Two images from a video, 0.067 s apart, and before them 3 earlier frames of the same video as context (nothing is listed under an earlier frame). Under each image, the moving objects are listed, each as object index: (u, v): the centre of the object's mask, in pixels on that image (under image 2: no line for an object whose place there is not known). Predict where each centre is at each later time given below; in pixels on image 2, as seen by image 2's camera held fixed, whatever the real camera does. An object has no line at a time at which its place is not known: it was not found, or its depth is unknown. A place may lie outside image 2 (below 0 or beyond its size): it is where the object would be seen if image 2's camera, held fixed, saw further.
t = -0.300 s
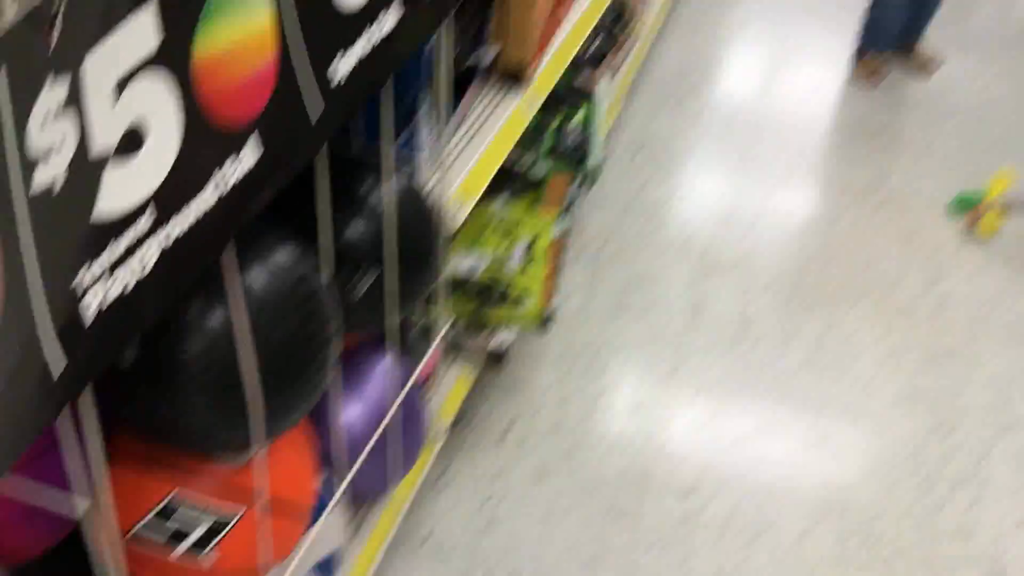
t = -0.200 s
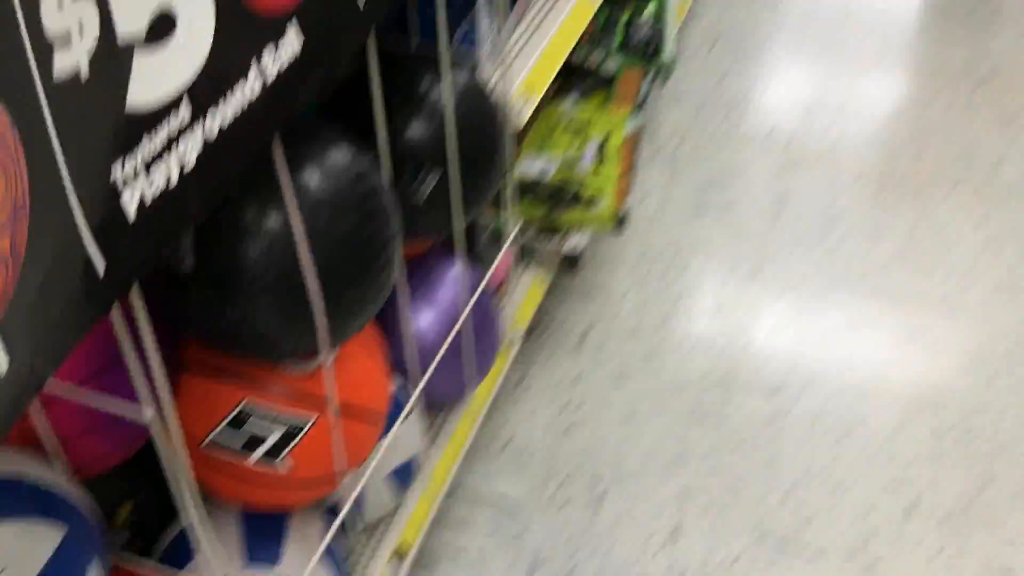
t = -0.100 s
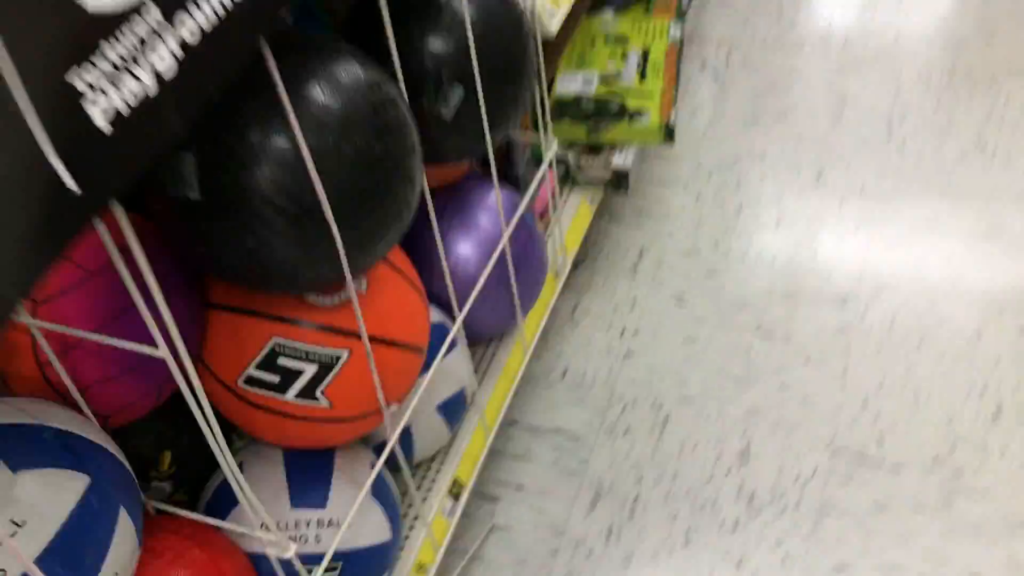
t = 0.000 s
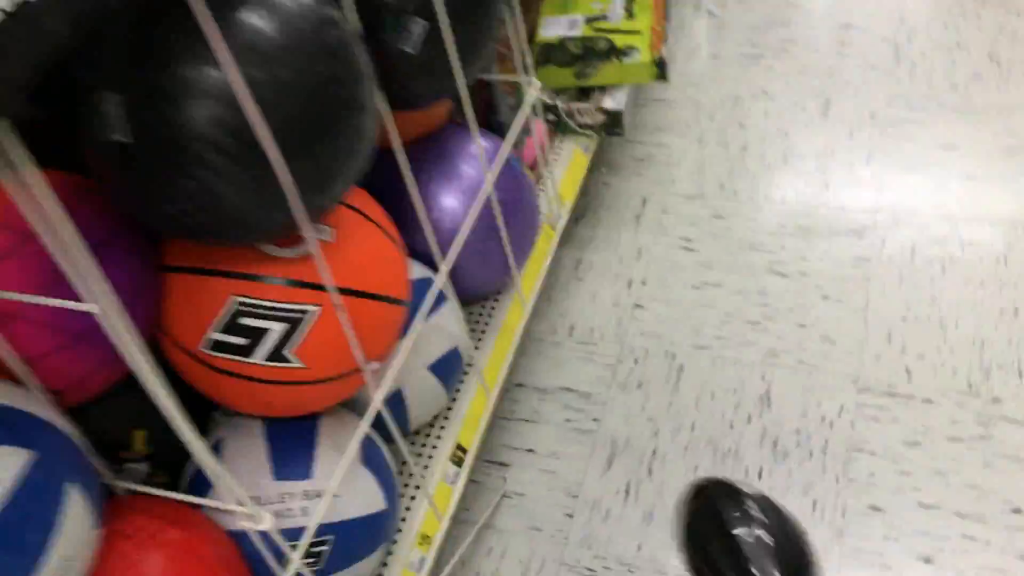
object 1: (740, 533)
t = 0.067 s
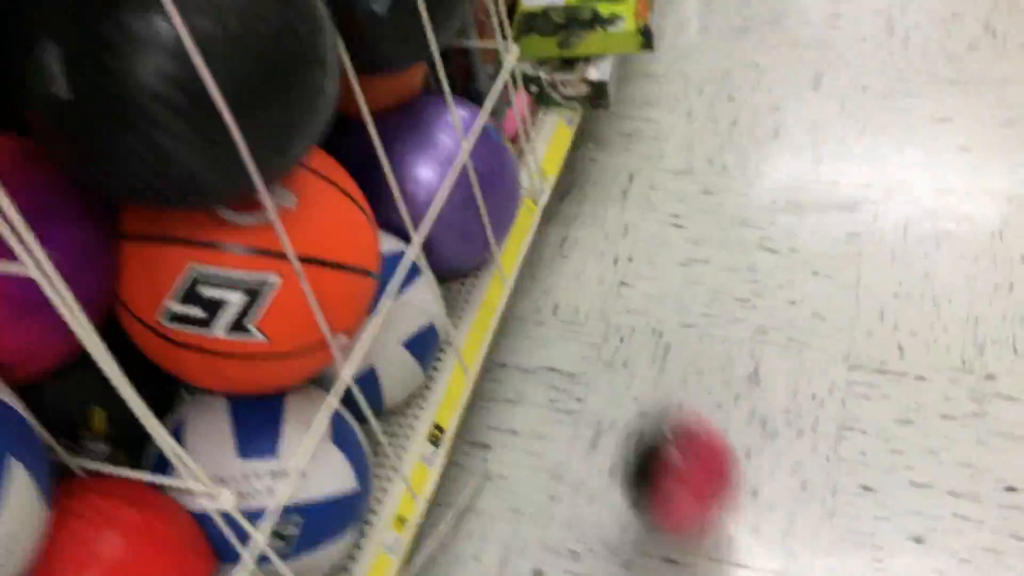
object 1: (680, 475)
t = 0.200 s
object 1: (565, 261)
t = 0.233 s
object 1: (571, 251)
